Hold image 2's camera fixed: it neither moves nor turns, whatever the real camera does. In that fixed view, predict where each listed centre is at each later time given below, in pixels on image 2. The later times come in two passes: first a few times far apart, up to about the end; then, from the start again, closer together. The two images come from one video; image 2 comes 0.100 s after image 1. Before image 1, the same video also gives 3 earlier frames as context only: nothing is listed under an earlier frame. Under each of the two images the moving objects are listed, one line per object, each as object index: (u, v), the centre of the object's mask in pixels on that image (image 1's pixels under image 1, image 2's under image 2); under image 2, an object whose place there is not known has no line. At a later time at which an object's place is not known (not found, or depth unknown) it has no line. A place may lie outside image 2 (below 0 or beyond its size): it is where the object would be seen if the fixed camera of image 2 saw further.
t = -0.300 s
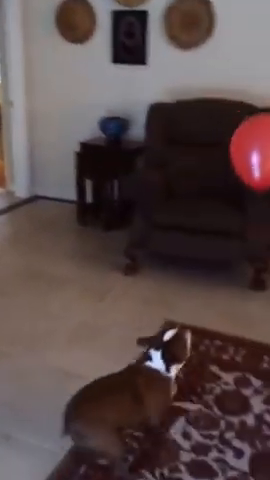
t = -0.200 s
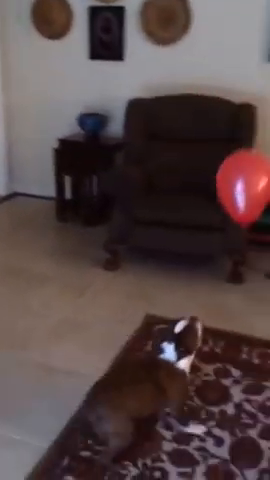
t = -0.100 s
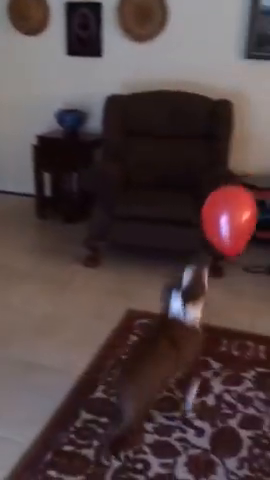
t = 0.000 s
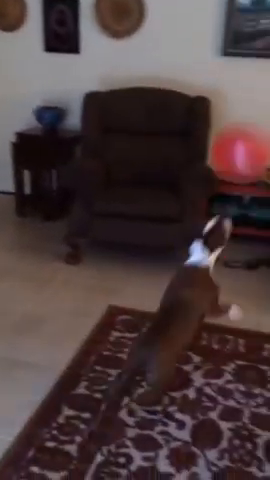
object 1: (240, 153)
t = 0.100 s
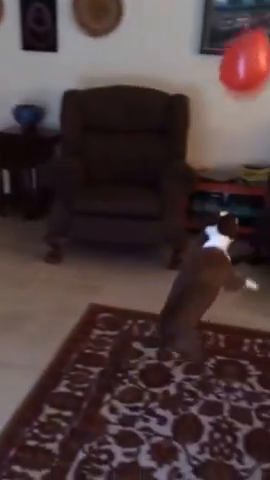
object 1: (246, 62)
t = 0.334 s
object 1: (233, -9)
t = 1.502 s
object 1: (220, 90)
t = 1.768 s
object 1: (231, 149)
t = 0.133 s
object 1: (249, 40)
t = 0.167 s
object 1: (248, 25)
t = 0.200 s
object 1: (246, 16)
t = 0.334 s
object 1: (233, -9)
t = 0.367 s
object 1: (229, -14)
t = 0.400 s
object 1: (228, -19)
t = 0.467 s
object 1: (224, -25)
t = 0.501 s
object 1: (222, -27)
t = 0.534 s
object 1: (222, -30)
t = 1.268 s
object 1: (216, 40)
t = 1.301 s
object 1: (216, 46)
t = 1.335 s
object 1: (217, 54)
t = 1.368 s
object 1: (217, 60)
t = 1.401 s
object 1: (218, 68)
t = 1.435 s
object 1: (219, 75)
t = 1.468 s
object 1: (219, 82)
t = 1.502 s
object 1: (220, 90)
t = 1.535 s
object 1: (221, 98)
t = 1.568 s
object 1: (222, 105)
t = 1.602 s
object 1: (224, 112)
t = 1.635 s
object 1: (225, 120)
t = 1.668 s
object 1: (227, 127)
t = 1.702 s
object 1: (228, 135)
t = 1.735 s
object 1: (230, 142)
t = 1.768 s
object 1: (231, 149)
